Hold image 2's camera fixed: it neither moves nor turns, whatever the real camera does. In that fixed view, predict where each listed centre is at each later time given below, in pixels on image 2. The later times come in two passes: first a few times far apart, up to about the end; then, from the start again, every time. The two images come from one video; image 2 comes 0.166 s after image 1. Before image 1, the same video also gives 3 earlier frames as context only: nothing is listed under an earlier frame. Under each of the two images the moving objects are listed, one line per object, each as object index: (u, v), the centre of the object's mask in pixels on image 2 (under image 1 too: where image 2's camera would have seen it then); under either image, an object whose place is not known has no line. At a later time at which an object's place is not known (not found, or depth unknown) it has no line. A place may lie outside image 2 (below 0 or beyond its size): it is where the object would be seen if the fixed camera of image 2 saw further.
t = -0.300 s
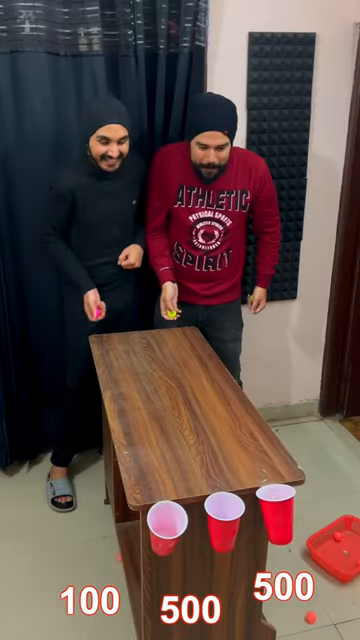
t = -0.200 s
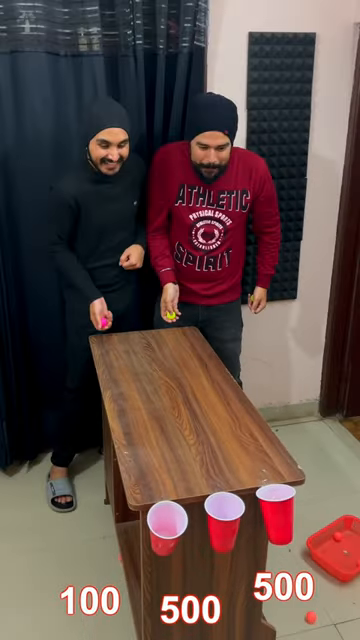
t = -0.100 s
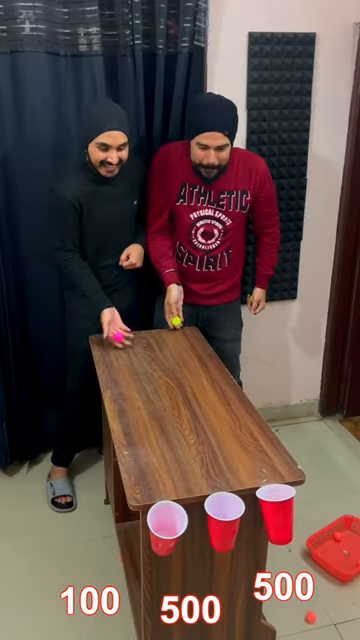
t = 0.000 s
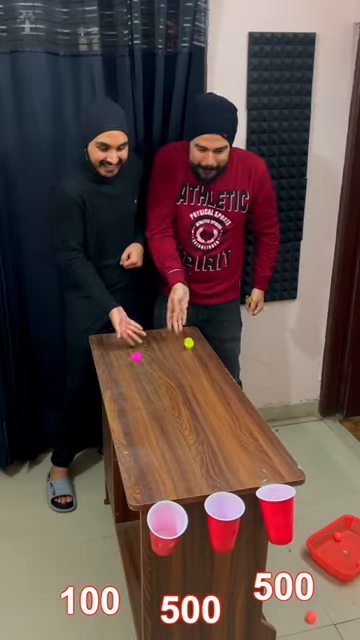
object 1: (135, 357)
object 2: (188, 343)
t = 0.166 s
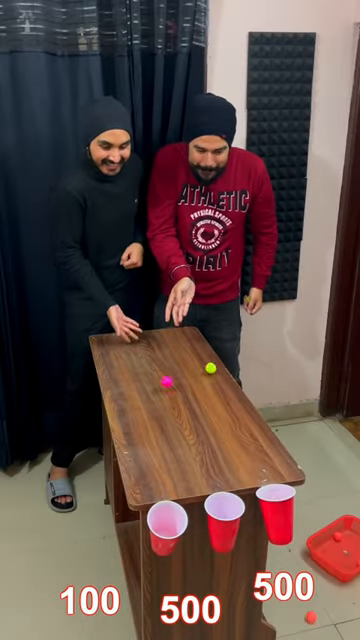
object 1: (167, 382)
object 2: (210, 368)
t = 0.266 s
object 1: (185, 392)
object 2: (224, 385)
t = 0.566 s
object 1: (242, 444)
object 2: (269, 436)
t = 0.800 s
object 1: (286, 491)
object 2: (302, 482)
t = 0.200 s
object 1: (173, 382)
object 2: (215, 372)
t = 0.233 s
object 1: (178, 385)
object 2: (220, 379)
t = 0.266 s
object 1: (185, 392)
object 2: (224, 385)
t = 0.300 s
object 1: (190, 401)
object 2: (229, 389)
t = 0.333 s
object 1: (197, 406)
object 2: (233, 397)
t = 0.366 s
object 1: (203, 409)
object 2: (238, 399)
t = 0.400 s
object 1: (209, 417)
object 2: (244, 404)
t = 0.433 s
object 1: (215, 422)
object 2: (249, 412)
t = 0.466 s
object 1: (222, 424)
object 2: (254, 417)
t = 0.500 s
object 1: (229, 431)
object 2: (259, 420)
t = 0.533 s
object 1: (236, 441)
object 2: (264, 426)
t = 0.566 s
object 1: (242, 444)
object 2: (269, 436)
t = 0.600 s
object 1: (249, 447)
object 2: (274, 439)
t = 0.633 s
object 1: (255, 455)
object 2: (279, 445)
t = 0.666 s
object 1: (262, 464)
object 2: (283, 453)
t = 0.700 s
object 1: (268, 465)
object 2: (288, 458)
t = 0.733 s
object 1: (275, 471)
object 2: (292, 465)
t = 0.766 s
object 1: (283, 480)
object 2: (297, 473)
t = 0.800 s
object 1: (286, 491)
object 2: (302, 482)
